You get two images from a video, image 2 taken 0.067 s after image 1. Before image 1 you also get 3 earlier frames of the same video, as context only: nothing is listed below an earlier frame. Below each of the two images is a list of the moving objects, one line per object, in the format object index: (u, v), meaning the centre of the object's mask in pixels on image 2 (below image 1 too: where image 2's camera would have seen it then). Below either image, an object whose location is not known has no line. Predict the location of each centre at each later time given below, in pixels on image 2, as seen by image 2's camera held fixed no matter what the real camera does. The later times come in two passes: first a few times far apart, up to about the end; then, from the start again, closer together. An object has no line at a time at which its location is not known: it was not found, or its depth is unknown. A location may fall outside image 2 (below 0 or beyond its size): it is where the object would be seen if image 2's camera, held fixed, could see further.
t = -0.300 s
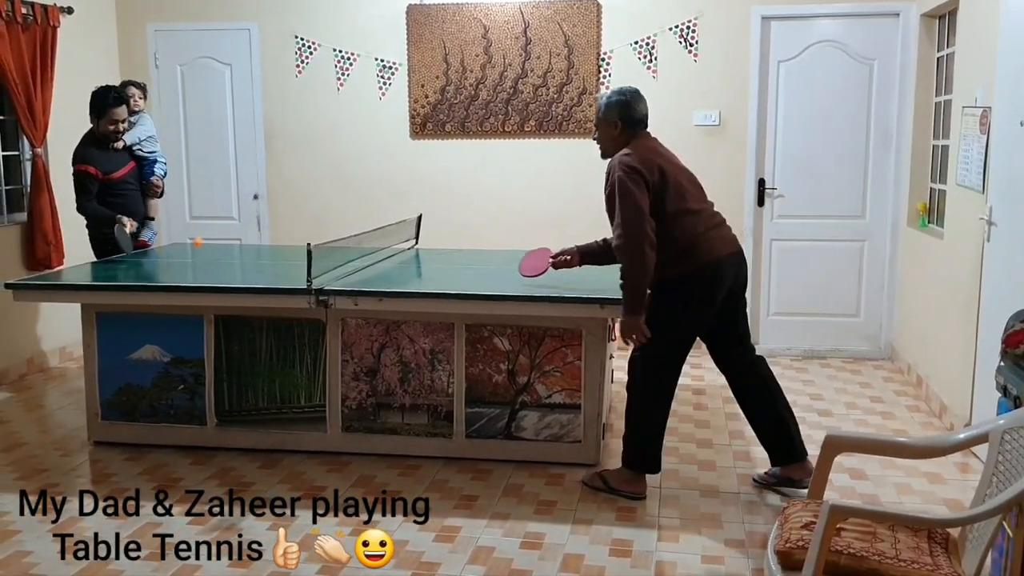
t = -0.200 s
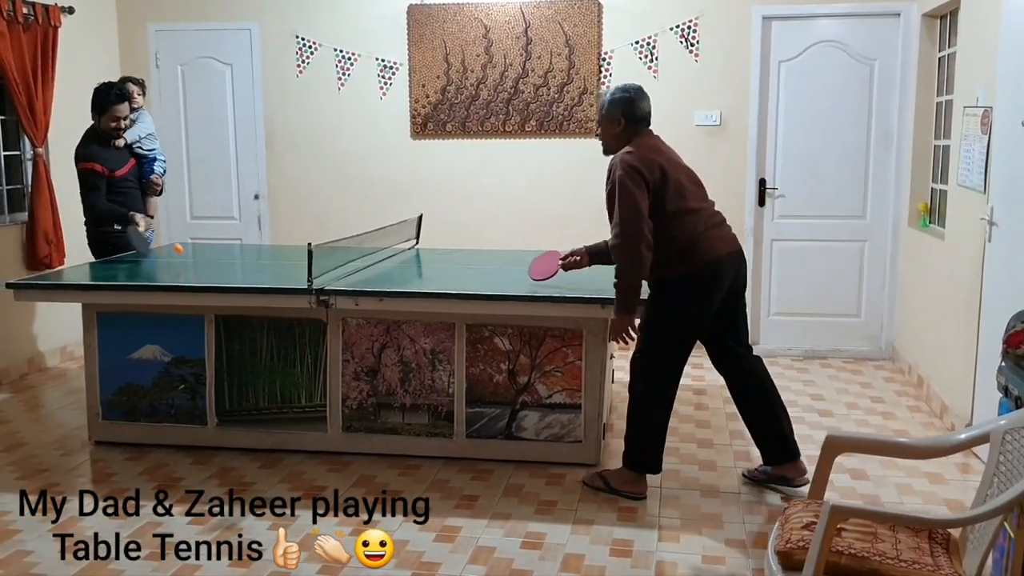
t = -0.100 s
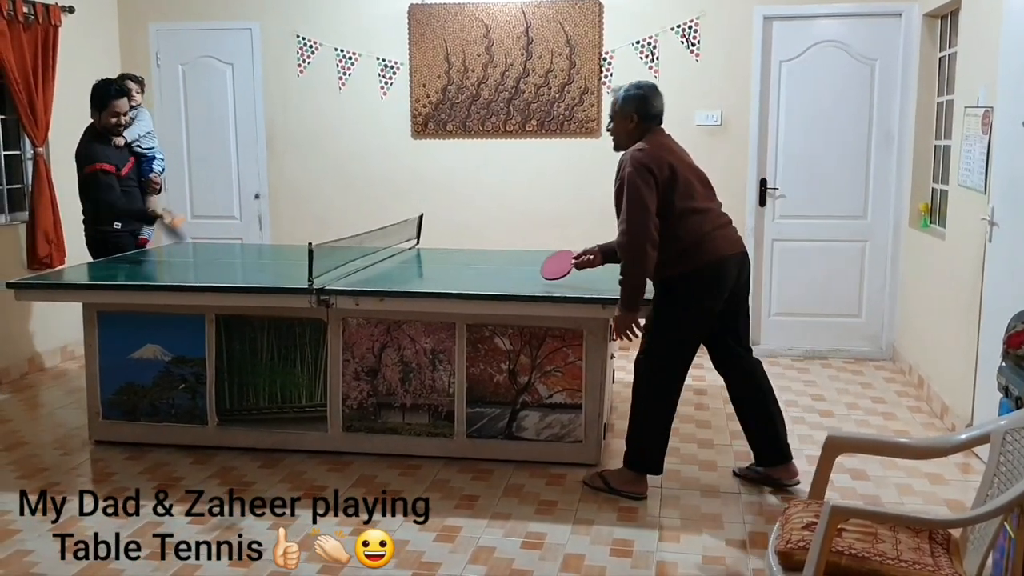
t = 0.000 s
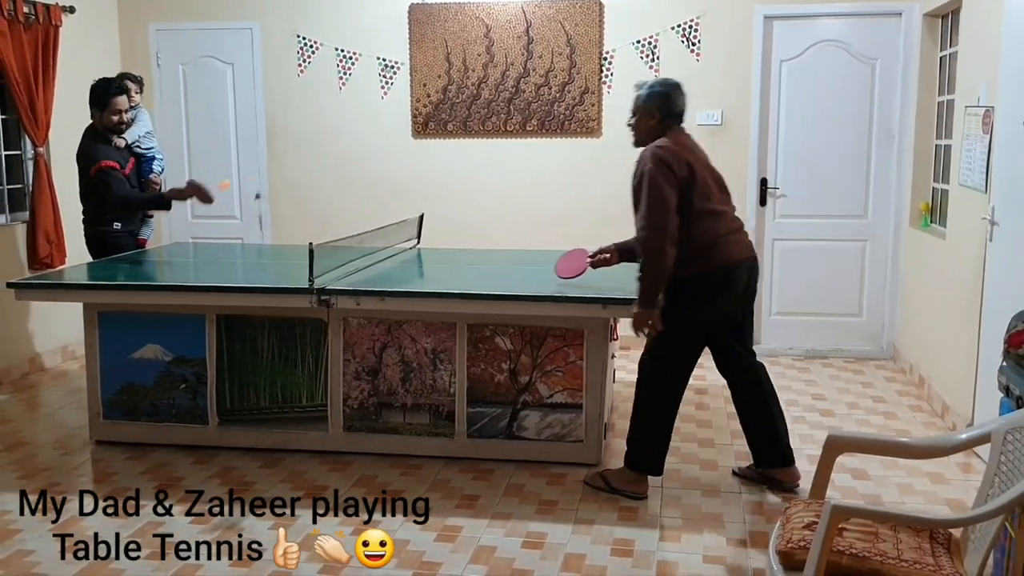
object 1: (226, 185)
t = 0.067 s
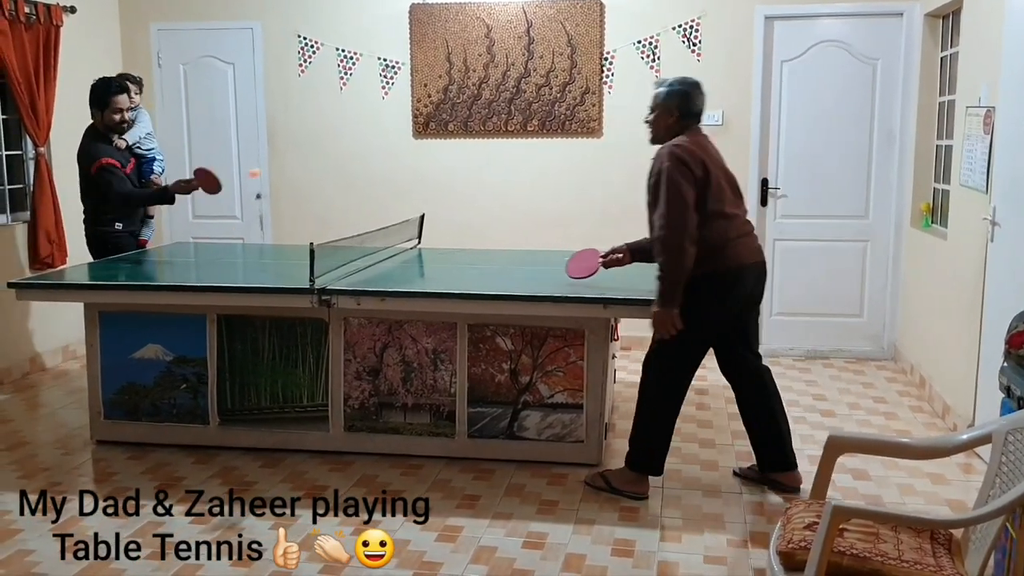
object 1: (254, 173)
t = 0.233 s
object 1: (328, 181)
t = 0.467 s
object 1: (422, 243)
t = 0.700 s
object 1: (464, 195)
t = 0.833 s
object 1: (488, 216)
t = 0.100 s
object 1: (269, 170)
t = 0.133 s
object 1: (284, 169)
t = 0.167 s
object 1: (299, 171)
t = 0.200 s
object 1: (313, 175)
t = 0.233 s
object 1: (328, 181)
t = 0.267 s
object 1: (343, 190)
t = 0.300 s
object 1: (358, 200)
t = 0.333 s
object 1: (372, 212)
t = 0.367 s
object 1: (388, 227)
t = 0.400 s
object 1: (402, 242)
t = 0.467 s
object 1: (422, 243)
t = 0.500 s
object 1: (428, 230)
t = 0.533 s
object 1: (434, 218)
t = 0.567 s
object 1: (440, 209)
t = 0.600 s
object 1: (446, 202)
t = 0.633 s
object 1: (452, 197)
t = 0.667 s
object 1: (458, 194)
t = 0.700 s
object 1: (464, 195)
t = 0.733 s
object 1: (470, 197)
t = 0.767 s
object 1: (476, 201)
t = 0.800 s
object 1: (482, 208)
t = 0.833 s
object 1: (488, 216)
